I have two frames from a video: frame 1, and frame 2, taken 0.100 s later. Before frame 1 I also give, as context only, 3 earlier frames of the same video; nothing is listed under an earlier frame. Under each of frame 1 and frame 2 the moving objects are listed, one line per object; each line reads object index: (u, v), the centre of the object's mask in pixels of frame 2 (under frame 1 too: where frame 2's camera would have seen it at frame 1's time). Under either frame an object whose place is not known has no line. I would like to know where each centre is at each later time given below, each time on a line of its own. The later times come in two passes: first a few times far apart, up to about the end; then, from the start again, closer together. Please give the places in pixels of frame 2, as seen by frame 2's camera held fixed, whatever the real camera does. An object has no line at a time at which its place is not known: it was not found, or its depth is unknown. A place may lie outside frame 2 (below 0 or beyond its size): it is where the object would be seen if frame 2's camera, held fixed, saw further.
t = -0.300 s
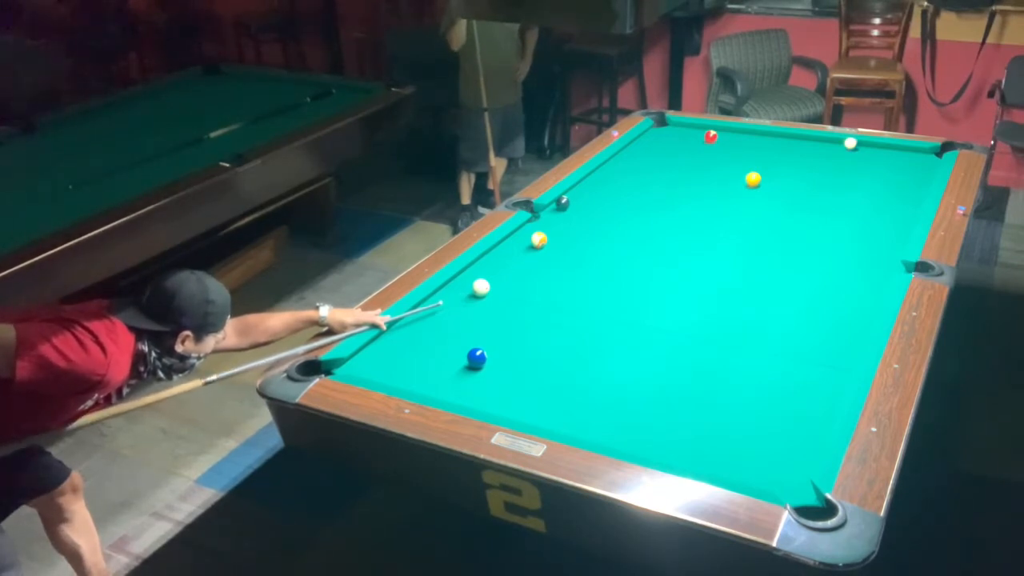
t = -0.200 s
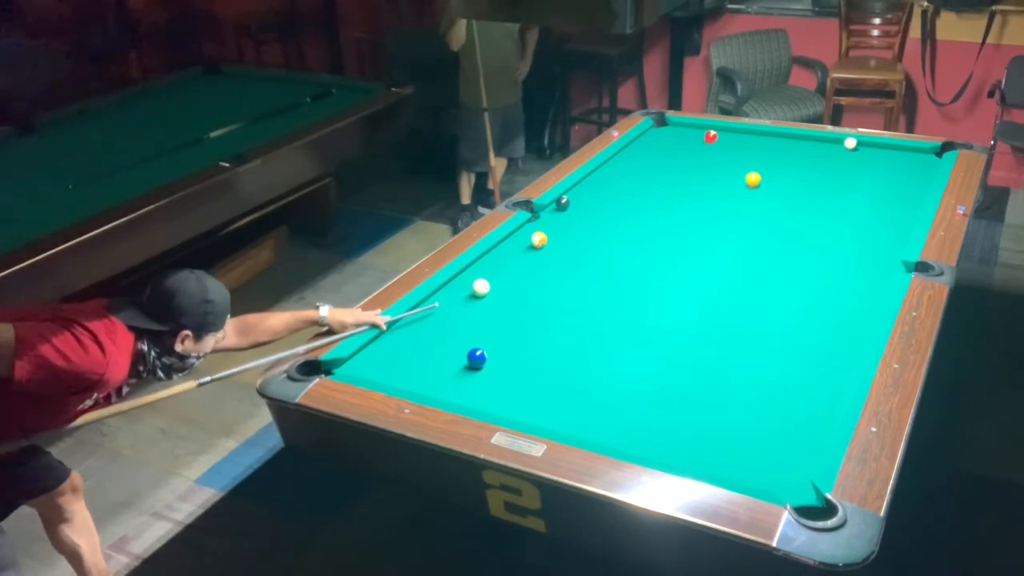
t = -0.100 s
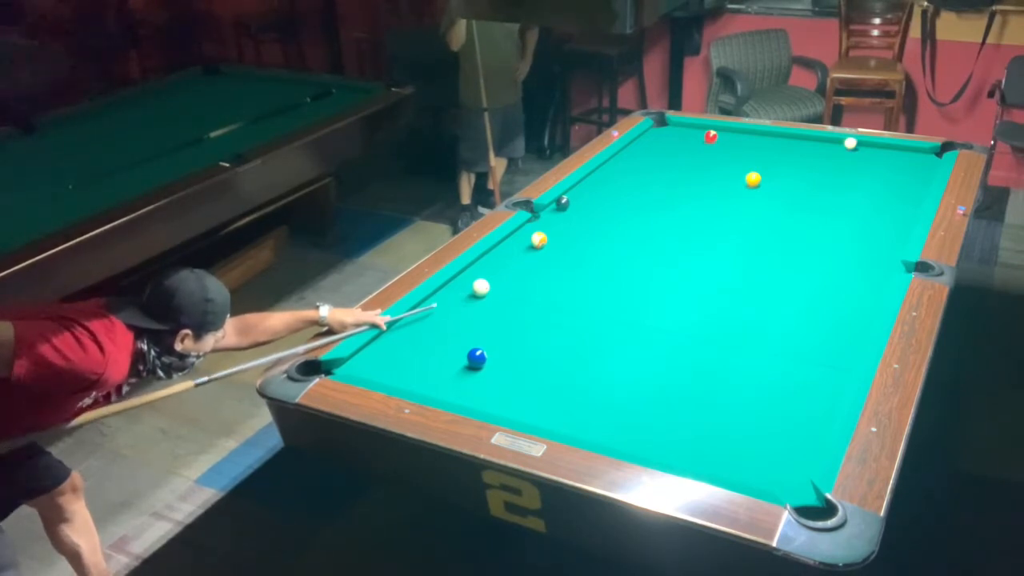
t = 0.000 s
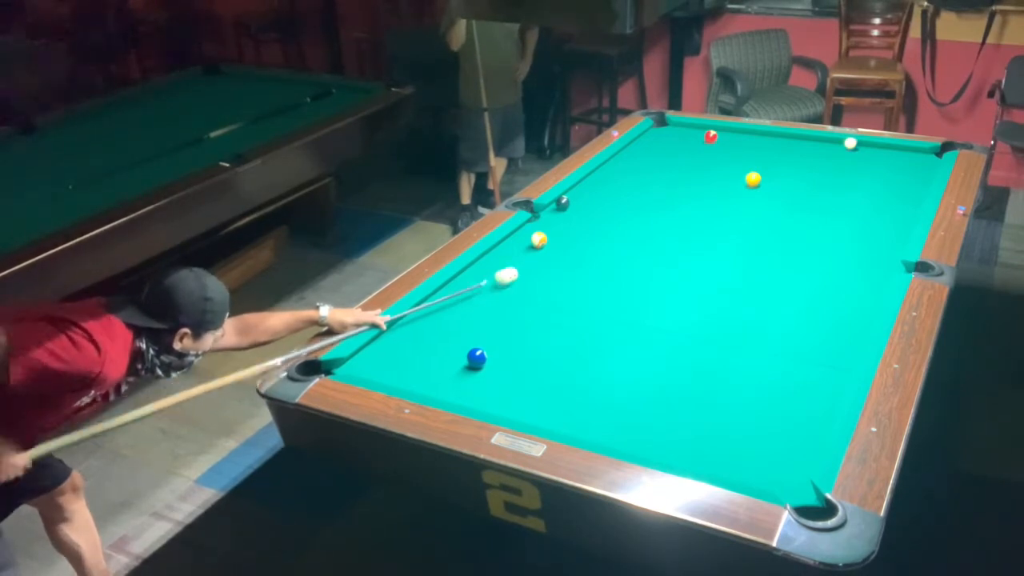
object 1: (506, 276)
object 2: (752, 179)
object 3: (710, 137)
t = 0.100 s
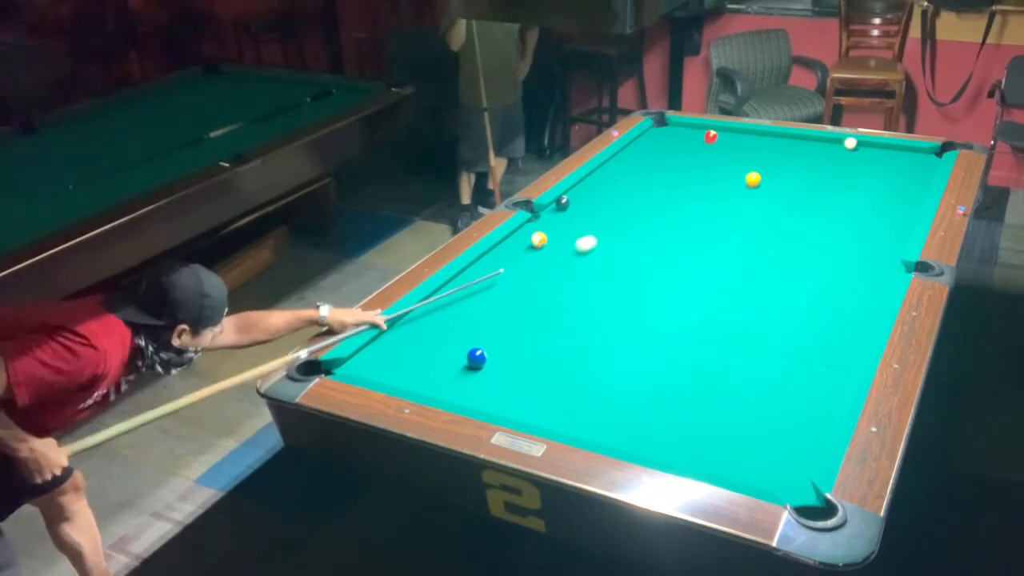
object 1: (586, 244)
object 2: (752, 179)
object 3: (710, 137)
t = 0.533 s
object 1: (725, 163)
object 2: (834, 169)
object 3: (710, 137)
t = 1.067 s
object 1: (693, 133)
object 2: (884, 150)
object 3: (710, 141)
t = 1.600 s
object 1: (656, 142)
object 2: (781, 152)
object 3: (706, 158)
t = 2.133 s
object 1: (680, 159)
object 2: (693, 154)
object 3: (703, 174)
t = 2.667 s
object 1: (660, 185)
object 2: (656, 149)
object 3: (700, 190)
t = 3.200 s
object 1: (639, 212)
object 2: (633, 146)
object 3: (698, 205)
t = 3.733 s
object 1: (618, 240)
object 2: (644, 150)
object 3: (697, 218)
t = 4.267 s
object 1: (597, 269)
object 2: (652, 153)
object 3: (695, 230)
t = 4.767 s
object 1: (576, 296)
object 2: (657, 154)
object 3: (694, 239)
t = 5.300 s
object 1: (555, 325)
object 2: (658, 154)
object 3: (693, 246)
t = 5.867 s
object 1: (534, 356)
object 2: (658, 154)
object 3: (692, 251)
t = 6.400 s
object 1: (516, 384)
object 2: (659, 154)
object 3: (692, 253)
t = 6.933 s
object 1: (500, 406)
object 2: (658, 154)
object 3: (692, 253)
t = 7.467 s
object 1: (511, 403)
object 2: (658, 154)
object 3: (692, 253)
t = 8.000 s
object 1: (520, 395)
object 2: (658, 155)
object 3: (692, 253)
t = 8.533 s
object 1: (524, 394)
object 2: (658, 155)
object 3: (692, 253)
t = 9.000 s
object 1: (523, 394)
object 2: (658, 154)
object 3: (692, 253)
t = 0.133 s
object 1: (609, 234)
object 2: (752, 179)
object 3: (710, 137)
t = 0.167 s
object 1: (631, 225)
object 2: (752, 179)
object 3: (710, 137)
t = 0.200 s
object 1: (651, 217)
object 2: (752, 179)
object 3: (710, 137)
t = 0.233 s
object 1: (671, 209)
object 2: (752, 179)
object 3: (710, 137)
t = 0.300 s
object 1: (706, 195)
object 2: (752, 179)
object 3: (710, 137)
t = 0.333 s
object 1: (722, 188)
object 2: (752, 179)
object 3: (710, 137)
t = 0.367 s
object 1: (737, 182)
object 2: (753, 180)
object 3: (710, 137)
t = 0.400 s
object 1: (736, 178)
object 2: (768, 177)
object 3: (710, 137)
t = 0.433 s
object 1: (732, 174)
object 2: (786, 175)
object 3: (710, 137)
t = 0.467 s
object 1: (729, 170)
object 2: (803, 173)
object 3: (710, 137)
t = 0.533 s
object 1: (725, 163)
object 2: (834, 169)
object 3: (710, 137)
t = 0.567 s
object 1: (724, 160)
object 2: (849, 167)
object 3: (710, 137)
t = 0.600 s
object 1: (724, 156)
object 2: (863, 165)
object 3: (710, 137)
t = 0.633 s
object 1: (724, 152)
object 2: (876, 164)
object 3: (710, 137)
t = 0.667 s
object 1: (724, 149)
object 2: (888, 162)
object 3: (710, 137)
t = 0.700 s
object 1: (725, 145)
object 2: (901, 161)
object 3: (710, 136)
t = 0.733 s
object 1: (725, 142)
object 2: (913, 159)
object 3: (710, 137)
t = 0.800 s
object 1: (726, 135)
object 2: (935, 156)
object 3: (710, 137)
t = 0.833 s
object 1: (726, 132)
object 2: (929, 154)
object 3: (710, 137)
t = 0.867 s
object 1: (726, 129)
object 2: (923, 152)
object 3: (710, 137)
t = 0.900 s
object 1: (721, 129)
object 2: (916, 150)
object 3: (710, 137)
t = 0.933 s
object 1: (717, 130)
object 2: (910, 149)
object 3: (710, 137)
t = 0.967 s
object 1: (709, 130)
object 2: (904, 149)
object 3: (710, 137)
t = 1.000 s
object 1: (703, 132)
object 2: (897, 149)
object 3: (710, 139)
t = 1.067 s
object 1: (693, 133)
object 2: (884, 150)
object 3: (710, 141)
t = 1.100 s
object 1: (688, 133)
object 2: (877, 150)
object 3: (709, 142)
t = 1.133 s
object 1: (683, 134)
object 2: (871, 150)
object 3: (709, 143)
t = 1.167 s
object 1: (677, 134)
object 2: (864, 150)
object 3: (709, 144)
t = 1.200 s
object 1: (672, 134)
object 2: (858, 150)
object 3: (709, 145)
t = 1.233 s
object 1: (667, 134)
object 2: (851, 151)
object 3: (708, 146)
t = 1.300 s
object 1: (657, 135)
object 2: (838, 151)
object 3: (708, 148)
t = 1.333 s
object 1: (652, 135)
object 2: (832, 151)
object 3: (708, 149)
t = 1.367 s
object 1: (647, 135)
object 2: (825, 151)
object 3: (707, 151)
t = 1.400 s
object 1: (644, 136)
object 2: (819, 151)
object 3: (707, 151)
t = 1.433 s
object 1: (646, 137)
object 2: (813, 151)
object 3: (707, 153)
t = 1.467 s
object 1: (648, 138)
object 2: (806, 151)
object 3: (707, 154)
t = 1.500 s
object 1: (650, 139)
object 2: (800, 152)
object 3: (706, 154)
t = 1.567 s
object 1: (654, 141)
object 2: (788, 152)
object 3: (706, 157)
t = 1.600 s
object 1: (656, 142)
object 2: (781, 152)
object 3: (706, 158)
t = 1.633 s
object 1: (658, 143)
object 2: (776, 152)
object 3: (705, 159)
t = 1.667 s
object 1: (659, 144)
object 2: (769, 152)
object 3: (705, 160)
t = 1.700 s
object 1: (661, 145)
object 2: (763, 153)
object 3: (705, 161)
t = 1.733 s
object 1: (663, 146)
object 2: (757, 153)
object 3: (705, 162)
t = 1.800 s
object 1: (667, 148)
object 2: (745, 153)
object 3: (704, 164)
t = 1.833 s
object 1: (669, 149)
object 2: (739, 153)
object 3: (704, 165)
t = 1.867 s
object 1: (671, 150)
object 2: (733, 154)
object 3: (704, 166)
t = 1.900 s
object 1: (673, 151)
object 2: (727, 154)
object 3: (704, 167)
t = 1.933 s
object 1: (674, 152)
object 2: (722, 154)
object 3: (704, 168)
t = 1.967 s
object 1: (676, 153)
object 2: (716, 154)
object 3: (704, 169)
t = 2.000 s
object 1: (678, 154)
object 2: (710, 154)
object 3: (703, 170)
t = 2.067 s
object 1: (682, 156)
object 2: (698, 155)
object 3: (703, 172)
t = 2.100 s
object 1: (683, 157)
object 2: (695, 154)
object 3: (703, 173)
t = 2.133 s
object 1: (680, 159)
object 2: (693, 154)
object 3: (703, 174)
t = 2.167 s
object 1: (679, 161)
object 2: (691, 153)
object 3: (703, 175)
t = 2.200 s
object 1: (678, 162)
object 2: (688, 153)
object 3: (702, 176)
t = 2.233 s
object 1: (676, 164)
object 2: (686, 153)
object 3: (702, 177)
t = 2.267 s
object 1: (675, 165)
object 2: (683, 153)
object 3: (702, 178)
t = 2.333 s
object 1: (673, 169)
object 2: (678, 152)
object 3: (702, 180)
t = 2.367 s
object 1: (671, 170)
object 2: (676, 152)
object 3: (701, 181)
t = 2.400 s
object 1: (670, 172)
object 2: (674, 152)
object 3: (701, 182)
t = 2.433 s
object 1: (669, 174)
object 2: (671, 151)
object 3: (701, 183)
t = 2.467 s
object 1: (668, 175)
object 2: (669, 151)
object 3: (701, 184)
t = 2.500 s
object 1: (667, 177)
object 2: (667, 150)
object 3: (701, 185)
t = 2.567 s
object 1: (664, 180)
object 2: (663, 150)
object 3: (700, 187)
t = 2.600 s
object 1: (663, 182)
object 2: (660, 150)
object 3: (700, 188)
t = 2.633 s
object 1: (661, 183)
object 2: (658, 149)
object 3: (700, 189)
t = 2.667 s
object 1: (660, 185)
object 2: (656, 149)
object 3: (700, 190)
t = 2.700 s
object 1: (659, 187)
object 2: (654, 149)
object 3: (700, 191)
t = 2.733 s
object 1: (658, 188)
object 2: (652, 148)
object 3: (700, 192)
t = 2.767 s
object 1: (656, 190)
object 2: (650, 148)
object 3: (700, 193)
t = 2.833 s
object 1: (654, 193)
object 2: (646, 147)
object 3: (700, 194)
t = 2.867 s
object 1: (653, 195)
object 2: (645, 147)
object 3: (699, 195)
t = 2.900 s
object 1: (651, 196)
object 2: (642, 147)
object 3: (699, 196)
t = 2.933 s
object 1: (650, 198)
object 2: (641, 146)
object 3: (699, 197)
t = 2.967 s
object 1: (649, 200)
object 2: (639, 146)
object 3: (699, 198)
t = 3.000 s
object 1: (647, 201)
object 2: (637, 146)
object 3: (699, 199)
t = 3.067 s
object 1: (645, 205)
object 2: (633, 146)
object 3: (699, 201)
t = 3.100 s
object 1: (643, 207)
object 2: (632, 145)
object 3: (699, 202)
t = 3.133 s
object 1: (642, 208)
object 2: (632, 146)
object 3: (699, 203)
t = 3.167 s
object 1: (641, 210)
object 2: (633, 146)
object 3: (698, 204)
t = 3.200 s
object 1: (639, 212)
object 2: (633, 146)
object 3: (698, 205)
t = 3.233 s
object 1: (638, 213)
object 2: (634, 146)
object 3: (698, 205)
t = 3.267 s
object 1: (637, 215)
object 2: (635, 147)
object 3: (698, 206)
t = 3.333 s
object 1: (634, 218)
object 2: (636, 147)
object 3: (698, 208)
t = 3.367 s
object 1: (633, 220)
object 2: (637, 147)
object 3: (698, 209)
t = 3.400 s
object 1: (631, 222)
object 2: (638, 148)
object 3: (698, 210)
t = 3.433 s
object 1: (630, 224)
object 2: (638, 148)
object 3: (698, 211)
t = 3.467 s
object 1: (629, 225)
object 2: (639, 148)
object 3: (698, 212)
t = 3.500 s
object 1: (627, 227)
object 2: (640, 148)
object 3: (697, 212)
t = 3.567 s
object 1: (625, 231)
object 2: (641, 149)
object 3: (697, 214)
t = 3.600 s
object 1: (623, 233)
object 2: (641, 149)
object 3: (697, 215)
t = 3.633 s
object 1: (622, 234)
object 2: (642, 149)
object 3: (697, 216)
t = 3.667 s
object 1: (621, 236)
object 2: (643, 150)
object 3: (697, 217)
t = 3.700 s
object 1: (619, 238)
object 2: (643, 150)
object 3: (697, 218)
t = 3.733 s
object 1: (618, 240)
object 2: (644, 150)
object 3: (697, 218)
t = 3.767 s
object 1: (617, 241)
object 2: (645, 150)
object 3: (697, 219)
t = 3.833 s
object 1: (614, 245)
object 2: (646, 151)
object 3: (697, 221)
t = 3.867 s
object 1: (613, 247)
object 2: (646, 151)
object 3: (696, 221)
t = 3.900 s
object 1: (611, 249)
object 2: (647, 151)
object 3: (696, 222)
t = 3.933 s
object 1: (610, 250)
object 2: (647, 151)
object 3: (696, 223)
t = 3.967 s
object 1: (609, 252)
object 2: (648, 151)
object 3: (696, 224)
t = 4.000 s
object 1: (607, 254)
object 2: (648, 151)
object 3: (696, 225)
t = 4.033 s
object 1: (606, 256)
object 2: (649, 152)
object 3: (696, 225)
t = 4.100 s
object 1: (604, 259)
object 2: (650, 152)
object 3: (696, 227)
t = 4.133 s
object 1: (602, 261)
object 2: (650, 152)
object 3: (696, 227)
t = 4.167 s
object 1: (601, 263)
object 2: (651, 152)
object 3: (695, 228)
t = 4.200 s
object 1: (599, 265)
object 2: (651, 152)
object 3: (695, 229)
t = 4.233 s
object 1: (598, 267)
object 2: (652, 153)
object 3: (695, 229)
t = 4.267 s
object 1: (597, 269)
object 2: (652, 153)
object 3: (695, 230)
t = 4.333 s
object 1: (594, 272)
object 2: (653, 153)
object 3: (695, 232)
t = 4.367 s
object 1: (593, 274)
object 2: (653, 153)
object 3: (695, 232)
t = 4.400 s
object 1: (591, 276)
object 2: (654, 153)
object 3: (695, 233)
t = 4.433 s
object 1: (590, 278)
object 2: (654, 153)
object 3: (695, 234)
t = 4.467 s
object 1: (589, 279)
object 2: (654, 153)
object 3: (695, 234)
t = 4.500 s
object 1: (587, 281)
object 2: (655, 153)
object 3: (694, 235)
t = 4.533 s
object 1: (586, 283)
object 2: (655, 153)
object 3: (694, 235)
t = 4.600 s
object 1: (583, 287)
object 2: (655, 153)
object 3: (694, 236)
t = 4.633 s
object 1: (582, 288)
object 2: (656, 154)
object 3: (694, 237)
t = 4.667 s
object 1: (580, 291)
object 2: (656, 154)
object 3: (694, 238)
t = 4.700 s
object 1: (579, 292)
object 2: (656, 154)
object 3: (694, 238)
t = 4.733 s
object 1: (578, 294)
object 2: (657, 154)
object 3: (694, 239)
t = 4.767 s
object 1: (576, 296)
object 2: (657, 154)
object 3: (694, 239)
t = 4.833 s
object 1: (574, 299)
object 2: (657, 154)
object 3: (694, 240)
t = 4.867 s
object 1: (572, 301)
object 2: (657, 154)
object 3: (694, 241)
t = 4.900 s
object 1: (571, 303)
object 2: (658, 154)
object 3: (693, 241)
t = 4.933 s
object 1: (570, 305)
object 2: (658, 154)
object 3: (693, 242)
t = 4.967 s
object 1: (568, 307)
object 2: (658, 154)
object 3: (693, 242)
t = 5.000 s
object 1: (567, 309)
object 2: (658, 154)
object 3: (693, 243)
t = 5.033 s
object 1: (566, 311)
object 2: (658, 154)
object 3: (693, 243)
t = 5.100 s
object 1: (563, 314)
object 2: (658, 154)
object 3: (693, 244)
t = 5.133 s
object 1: (562, 316)
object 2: (658, 154)
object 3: (693, 245)
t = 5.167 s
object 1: (560, 318)
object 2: (658, 154)
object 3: (693, 245)
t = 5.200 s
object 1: (559, 320)
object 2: (658, 154)
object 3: (693, 245)
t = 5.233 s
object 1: (558, 321)
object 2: (658, 154)
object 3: (693, 246)
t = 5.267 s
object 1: (557, 323)
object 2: (658, 154)
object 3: (693, 246)
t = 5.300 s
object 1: (555, 325)
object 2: (658, 154)
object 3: (693, 246)
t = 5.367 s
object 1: (553, 329)
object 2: (658, 154)
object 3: (692, 247)
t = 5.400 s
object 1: (552, 331)
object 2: (658, 154)
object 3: (692, 248)
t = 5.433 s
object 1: (550, 333)
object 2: (658, 154)
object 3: (692, 248)
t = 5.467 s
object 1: (549, 334)
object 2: (658, 154)
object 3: (692, 248)
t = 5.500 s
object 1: (548, 336)
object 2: (658, 154)
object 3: (692, 249)
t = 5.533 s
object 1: (546, 338)
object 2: (658, 154)
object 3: (692, 249)
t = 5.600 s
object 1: (544, 341)
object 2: (658, 154)
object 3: (692, 250)
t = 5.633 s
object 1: (543, 343)
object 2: (658, 154)
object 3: (692, 250)
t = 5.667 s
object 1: (541, 345)
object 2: (658, 154)
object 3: (692, 250)
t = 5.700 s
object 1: (540, 347)
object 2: (658, 154)
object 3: (692, 250)
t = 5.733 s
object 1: (539, 348)
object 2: (658, 154)
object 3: (692, 250)
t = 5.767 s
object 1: (538, 350)
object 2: (658, 154)
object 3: (692, 251)
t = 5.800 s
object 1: (537, 352)
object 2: (658, 154)
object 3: (692, 251)
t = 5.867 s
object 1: (534, 356)
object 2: (658, 154)
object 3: (692, 251)
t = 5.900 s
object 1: (533, 358)
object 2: (658, 154)
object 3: (692, 252)
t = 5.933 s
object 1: (532, 359)
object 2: (658, 154)
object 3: (692, 252)
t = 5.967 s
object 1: (530, 361)
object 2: (658, 154)
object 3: (692, 252)
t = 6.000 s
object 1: (530, 363)
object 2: (658, 154)
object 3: (692, 252)
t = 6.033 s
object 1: (528, 365)
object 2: (658, 154)
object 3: (692, 252)
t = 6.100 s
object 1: (526, 368)
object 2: (658, 154)
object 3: (692, 252)
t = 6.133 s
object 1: (525, 370)
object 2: (658, 154)
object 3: (692, 252)
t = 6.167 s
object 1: (524, 372)
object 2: (658, 154)
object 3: (692, 252)
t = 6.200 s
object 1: (523, 374)
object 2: (658, 154)
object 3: (692, 253)
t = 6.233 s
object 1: (521, 375)
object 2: (658, 154)
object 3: (692, 253)
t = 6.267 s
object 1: (521, 377)
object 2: (658, 154)
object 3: (692, 253)
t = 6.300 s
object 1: (519, 379)
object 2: (658, 154)
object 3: (692, 253)
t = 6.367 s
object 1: (517, 382)
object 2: (658, 154)
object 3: (692, 253)
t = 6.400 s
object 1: (516, 384)
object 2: (659, 154)
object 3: (692, 253)
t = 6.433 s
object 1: (515, 385)
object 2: (658, 154)
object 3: (692, 253)
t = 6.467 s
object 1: (514, 387)
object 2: (658, 154)
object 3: (692, 253)
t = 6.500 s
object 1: (513, 389)
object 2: (658, 154)
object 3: (692, 253)
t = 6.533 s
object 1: (512, 390)
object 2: (658, 154)
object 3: (692, 253)
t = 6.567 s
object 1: (511, 392)
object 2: (658, 154)
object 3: (692, 253)
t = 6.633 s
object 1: (509, 395)
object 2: (658, 154)
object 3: (692, 253)
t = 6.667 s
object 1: (508, 397)
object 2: (658, 154)
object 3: (692, 253)
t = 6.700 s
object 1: (506, 398)
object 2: (658, 154)
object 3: (692, 253)
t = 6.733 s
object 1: (506, 399)
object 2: (658, 154)
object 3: (692, 253)
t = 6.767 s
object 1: (505, 401)
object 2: (658, 154)
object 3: (692, 253)
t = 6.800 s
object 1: (504, 402)
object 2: (658, 154)
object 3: (692, 253)
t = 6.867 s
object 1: (502, 404)
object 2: (658, 154)
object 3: (692, 253)
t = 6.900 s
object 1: (501, 405)
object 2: (658, 155)
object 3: (692, 253)
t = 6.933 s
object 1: (500, 406)
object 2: (658, 154)
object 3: (692, 253)
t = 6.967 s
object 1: (500, 406)
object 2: (658, 154)
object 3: (692, 253)
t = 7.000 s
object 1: (499, 407)
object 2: (658, 154)
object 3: (692, 253)
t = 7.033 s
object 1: (500, 407)
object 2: (658, 155)
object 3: (692, 253)
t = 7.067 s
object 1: (501, 406)
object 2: (658, 154)
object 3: (692, 253)
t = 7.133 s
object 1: (503, 405)
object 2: (658, 154)
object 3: (692, 253)
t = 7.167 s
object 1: (503, 405)
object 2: (658, 154)
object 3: (692, 253)
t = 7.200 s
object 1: (504, 405)
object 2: (658, 154)
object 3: (692, 253)
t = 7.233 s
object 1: (505, 404)
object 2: (658, 154)
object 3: (692, 253)
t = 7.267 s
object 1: (506, 404)
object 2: (658, 154)
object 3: (692, 253)
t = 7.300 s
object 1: (507, 404)
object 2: (658, 154)
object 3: (692, 253)
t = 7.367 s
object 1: (508, 403)
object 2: (658, 154)
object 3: (692, 253)
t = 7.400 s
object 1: (509, 403)
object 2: (658, 154)
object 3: (692, 253)
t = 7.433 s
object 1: (510, 403)
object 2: (658, 155)
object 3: (692, 253)
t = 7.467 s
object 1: (511, 403)
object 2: (658, 154)
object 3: (692, 253)
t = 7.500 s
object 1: (511, 402)
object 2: (658, 154)
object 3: (692, 253)
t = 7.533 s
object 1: (512, 402)
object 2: (658, 154)
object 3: (692, 253)
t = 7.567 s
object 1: (513, 401)
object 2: (658, 155)
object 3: (692, 253)
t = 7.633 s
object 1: (514, 401)
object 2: (658, 154)
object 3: (692, 253)
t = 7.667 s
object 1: (515, 400)
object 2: (658, 154)
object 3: (692, 253)
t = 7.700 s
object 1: (516, 400)
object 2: (658, 154)
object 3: (692, 253)
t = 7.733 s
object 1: (516, 399)
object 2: (658, 155)
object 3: (692, 253)
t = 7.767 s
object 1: (517, 398)
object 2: (658, 155)
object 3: (692, 253)
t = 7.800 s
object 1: (518, 398)
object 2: (658, 155)
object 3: (692, 253)
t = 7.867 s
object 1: (519, 397)
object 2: (658, 155)
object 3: (692, 253)
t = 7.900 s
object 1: (519, 397)
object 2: (658, 155)
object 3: (692, 253)
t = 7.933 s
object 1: (519, 396)
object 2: (658, 155)
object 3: (692, 253)
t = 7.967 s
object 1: (520, 396)
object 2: (658, 155)
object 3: (692, 253)
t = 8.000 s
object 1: (520, 395)
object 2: (658, 155)
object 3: (692, 253)
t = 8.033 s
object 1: (521, 395)
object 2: (658, 155)
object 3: (692, 253)
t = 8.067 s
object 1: (521, 395)
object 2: (658, 155)
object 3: (692, 253)
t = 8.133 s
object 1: (522, 394)
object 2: (658, 154)
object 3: (692, 253)
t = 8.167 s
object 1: (522, 395)
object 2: (658, 155)
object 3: (692, 253)
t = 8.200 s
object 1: (523, 395)
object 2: (659, 155)
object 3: (692, 253)
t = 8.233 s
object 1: (523, 395)
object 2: (658, 154)
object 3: (692, 253)
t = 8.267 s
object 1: (523, 394)
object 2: (658, 155)
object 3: (692, 253)
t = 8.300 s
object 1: (523, 394)
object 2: (659, 155)
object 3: (692, 253)
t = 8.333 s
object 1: (523, 394)
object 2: (658, 155)
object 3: (692, 253)
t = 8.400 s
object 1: (523, 394)
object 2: (658, 155)
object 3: (692, 253)
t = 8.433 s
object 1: (524, 394)
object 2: (658, 155)
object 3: (692, 253)
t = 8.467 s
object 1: (523, 394)
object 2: (658, 155)
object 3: (692, 253)
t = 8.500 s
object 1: (523, 394)
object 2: (658, 155)
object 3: (692, 253)
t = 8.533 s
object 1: (524, 394)
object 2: (658, 155)
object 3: (692, 253)
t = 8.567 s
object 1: (524, 394)
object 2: (658, 155)
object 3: (692, 253)
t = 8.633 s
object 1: (523, 394)
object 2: (658, 155)
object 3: (692, 253)
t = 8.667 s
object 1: (523, 394)
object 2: (658, 155)
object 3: (692, 253)
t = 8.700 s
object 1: (523, 394)
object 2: (659, 155)
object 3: (692, 253)
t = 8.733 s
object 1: (523, 394)
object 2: (658, 155)
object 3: (692, 253)
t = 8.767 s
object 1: (523, 395)
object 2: (659, 155)
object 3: (692, 253)
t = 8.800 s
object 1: (523, 394)
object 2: (659, 155)
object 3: (692, 253)
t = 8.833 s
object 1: (523, 394)
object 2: (659, 155)
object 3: (692, 253)
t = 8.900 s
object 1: (523, 395)
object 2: (658, 155)
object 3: (692, 253)
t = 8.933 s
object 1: (523, 395)
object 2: (658, 155)
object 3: (692, 253)
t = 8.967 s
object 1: (523, 395)
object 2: (658, 155)
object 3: (692, 253)
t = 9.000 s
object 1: (523, 394)
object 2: (658, 154)
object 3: (692, 253)
